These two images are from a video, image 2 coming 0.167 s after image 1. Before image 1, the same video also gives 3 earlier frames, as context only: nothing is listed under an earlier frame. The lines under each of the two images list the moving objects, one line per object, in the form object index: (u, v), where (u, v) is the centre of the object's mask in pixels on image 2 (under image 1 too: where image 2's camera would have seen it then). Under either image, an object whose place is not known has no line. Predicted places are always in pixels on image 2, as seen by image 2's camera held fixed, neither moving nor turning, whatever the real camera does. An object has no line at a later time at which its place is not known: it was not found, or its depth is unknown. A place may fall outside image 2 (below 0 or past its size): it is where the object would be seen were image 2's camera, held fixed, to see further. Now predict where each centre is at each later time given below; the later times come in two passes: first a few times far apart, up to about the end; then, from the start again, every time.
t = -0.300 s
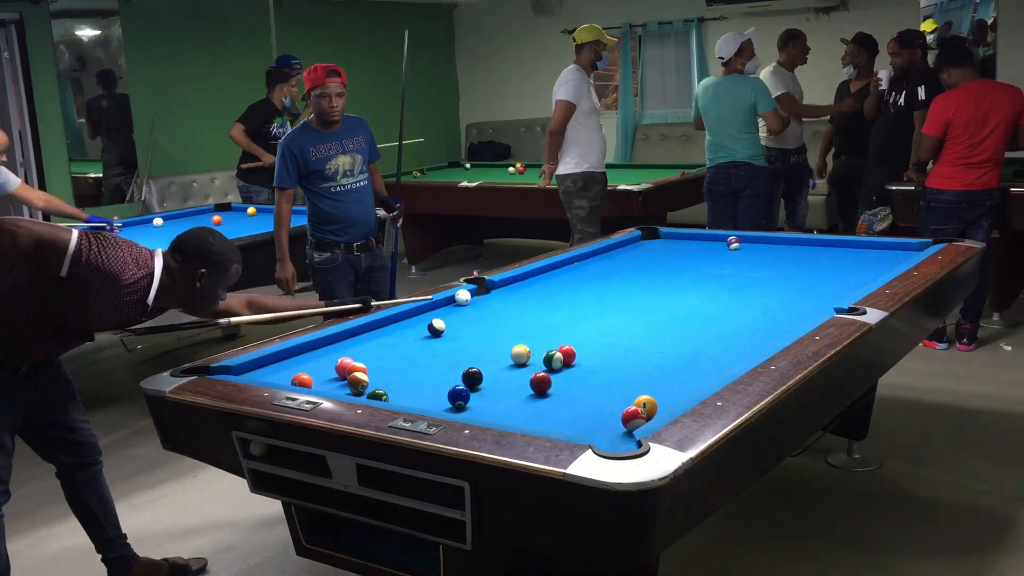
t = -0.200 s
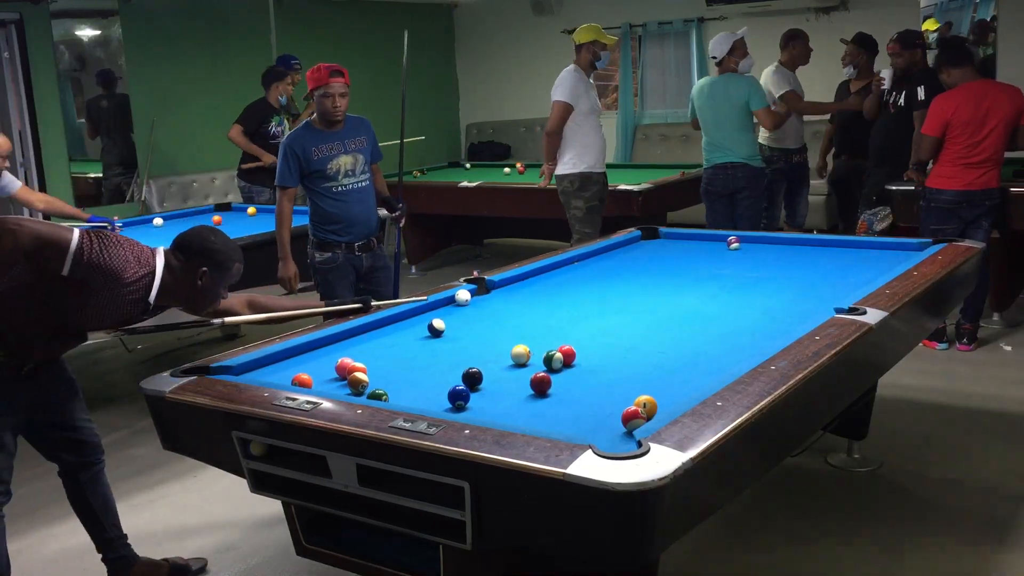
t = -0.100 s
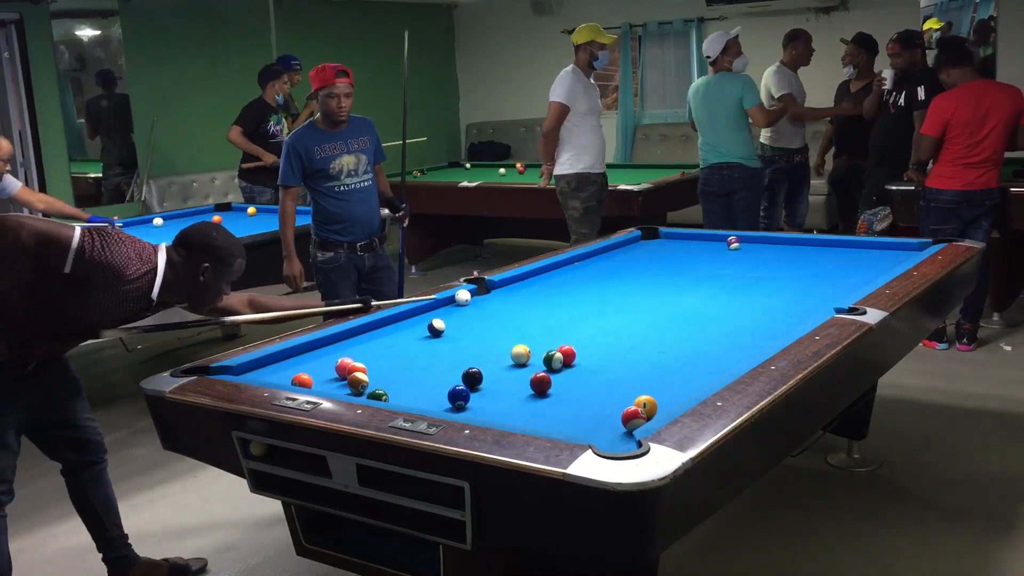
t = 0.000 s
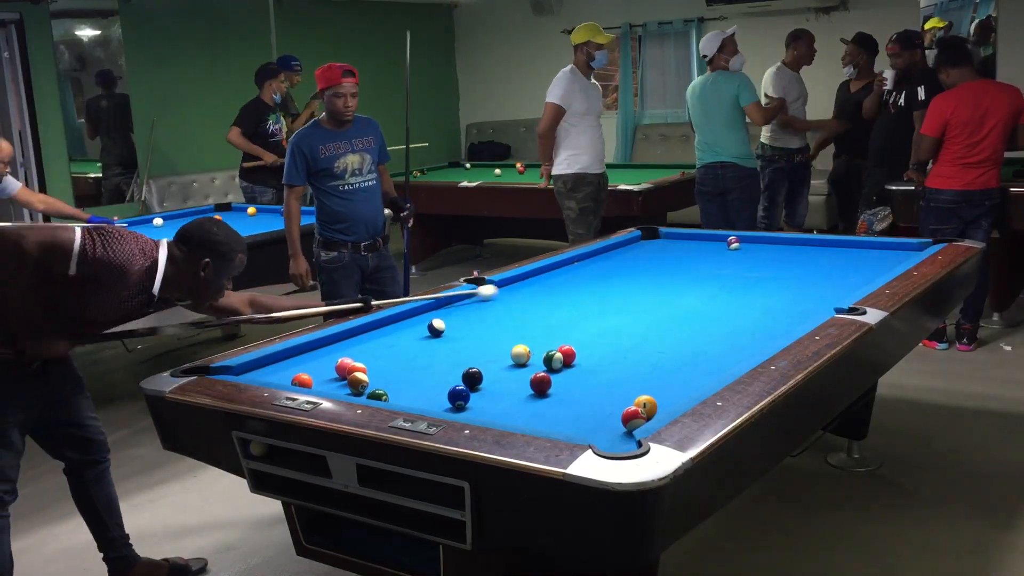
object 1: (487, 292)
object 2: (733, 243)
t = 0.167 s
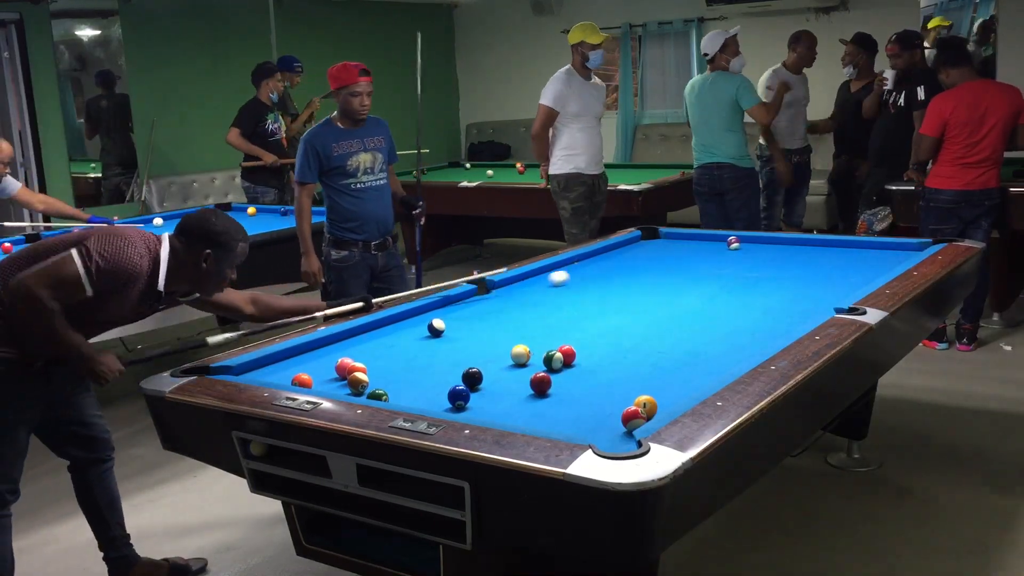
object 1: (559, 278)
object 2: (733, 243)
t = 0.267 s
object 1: (598, 270)
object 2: (733, 243)
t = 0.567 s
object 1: (705, 250)
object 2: (733, 243)
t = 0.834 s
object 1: (759, 244)
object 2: (738, 242)
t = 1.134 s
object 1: (809, 241)
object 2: (720, 250)
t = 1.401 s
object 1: (828, 245)
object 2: (701, 258)
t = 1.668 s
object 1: (846, 248)
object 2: (683, 266)
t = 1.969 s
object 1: (866, 252)
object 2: (661, 275)
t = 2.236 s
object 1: (884, 255)
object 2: (641, 283)
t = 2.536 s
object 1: (902, 257)
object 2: (618, 293)
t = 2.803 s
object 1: (899, 258)
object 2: (597, 302)
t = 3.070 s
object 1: (888, 260)
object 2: (576, 310)
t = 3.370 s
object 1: (877, 260)
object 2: (553, 320)
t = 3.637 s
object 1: (869, 260)
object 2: (531, 329)
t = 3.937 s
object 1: (862, 261)
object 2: (506, 339)
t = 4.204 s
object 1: (859, 261)
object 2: (485, 348)
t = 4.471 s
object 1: (856, 261)
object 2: (463, 356)
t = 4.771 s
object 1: (856, 261)
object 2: (439, 366)
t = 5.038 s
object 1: (856, 261)
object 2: (419, 374)
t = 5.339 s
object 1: (856, 261)
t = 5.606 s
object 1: (856, 261)
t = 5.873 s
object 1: (856, 261)
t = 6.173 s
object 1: (856, 261)
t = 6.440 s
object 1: (856, 261)
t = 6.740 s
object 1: (856, 260)
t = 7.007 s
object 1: (856, 260)
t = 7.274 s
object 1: (856, 260)
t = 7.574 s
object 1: (856, 260)
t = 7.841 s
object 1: (856, 260)
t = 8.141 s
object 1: (856, 260)
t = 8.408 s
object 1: (856, 260)
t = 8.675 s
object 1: (856, 260)
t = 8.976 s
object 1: (856, 261)
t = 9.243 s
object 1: (856, 261)
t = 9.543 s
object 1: (856, 260)
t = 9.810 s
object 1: (856, 260)
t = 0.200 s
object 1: (572, 275)
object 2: (733, 243)
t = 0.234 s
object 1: (585, 273)
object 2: (733, 243)
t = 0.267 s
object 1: (598, 270)
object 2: (733, 243)
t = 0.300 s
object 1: (611, 268)
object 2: (733, 243)
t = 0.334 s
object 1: (624, 265)
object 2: (733, 243)
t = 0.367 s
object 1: (636, 263)
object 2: (733, 243)
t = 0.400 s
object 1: (648, 261)
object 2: (733, 243)
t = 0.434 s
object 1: (660, 258)
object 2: (733, 243)
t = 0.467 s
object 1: (671, 256)
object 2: (733, 243)
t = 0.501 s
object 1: (682, 254)
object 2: (733, 243)
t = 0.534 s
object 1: (694, 252)
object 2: (733, 243)
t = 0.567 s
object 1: (705, 250)
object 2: (733, 243)
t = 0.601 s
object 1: (716, 248)
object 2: (733, 243)
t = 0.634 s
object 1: (726, 246)
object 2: (736, 242)
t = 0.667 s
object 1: (731, 245)
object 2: (740, 241)
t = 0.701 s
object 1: (736, 245)
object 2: (744, 238)
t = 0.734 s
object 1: (742, 245)
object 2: (745, 237)
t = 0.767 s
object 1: (748, 245)
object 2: (742, 237)
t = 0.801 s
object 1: (753, 244)
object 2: (740, 241)
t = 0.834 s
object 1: (759, 244)
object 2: (738, 242)
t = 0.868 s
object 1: (765, 244)
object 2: (737, 243)
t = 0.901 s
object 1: (771, 243)
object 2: (735, 243)
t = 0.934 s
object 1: (777, 243)
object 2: (733, 244)
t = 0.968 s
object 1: (782, 243)
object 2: (730, 246)
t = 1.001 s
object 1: (788, 243)
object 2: (728, 246)
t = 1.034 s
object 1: (793, 242)
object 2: (725, 247)
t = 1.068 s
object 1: (799, 242)
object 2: (723, 249)
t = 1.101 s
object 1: (805, 242)
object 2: (722, 249)
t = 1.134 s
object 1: (809, 241)
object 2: (720, 250)
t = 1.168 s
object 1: (811, 242)
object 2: (717, 251)
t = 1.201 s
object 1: (814, 242)
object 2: (715, 253)
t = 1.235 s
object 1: (816, 243)
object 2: (712, 253)
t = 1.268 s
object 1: (819, 243)
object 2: (710, 254)
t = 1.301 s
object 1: (821, 244)
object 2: (707, 255)
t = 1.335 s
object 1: (823, 244)
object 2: (705, 256)
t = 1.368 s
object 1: (825, 244)
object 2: (703, 257)
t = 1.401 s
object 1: (828, 245)
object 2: (701, 258)
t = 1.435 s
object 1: (830, 245)
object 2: (699, 259)
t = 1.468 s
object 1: (832, 246)
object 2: (696, 261)
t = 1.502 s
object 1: (835, 246)
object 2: (694, 261)
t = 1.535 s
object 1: (837, 246)
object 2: (692, 262)
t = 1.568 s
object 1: (839, 247)
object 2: (689, 263)
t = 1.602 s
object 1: (842, 247)
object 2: (687, 264)
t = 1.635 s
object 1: (844, 248)
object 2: (685, 265)
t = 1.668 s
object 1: (846, 248)
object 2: (683, 266)
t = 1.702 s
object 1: (848, 248)
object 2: (680, 267)
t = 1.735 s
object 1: (851, 249)
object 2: (678, 268)
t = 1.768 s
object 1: (853, 249)
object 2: (675, 269)
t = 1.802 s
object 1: (855, 250)
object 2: (673, 270)
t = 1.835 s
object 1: (858, 250)
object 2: (670, 271)
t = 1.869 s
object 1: (860, 250)
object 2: (667, 272)
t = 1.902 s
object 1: (862, 251)
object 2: (665, 273)
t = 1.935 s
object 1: (864, 251)
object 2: (663, 274)
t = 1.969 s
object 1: (866, 252)
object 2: (661, 275)
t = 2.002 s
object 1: (869, 252)
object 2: (658, 276)
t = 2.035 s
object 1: (871, 252)
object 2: (656, 277)
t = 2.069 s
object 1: (873, 253)
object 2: (653, 278)
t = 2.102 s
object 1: (875, 253)
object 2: (650, 278)
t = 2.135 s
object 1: (877, 253)
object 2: (648, 280)
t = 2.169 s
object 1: (879, 254)
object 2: (645, 282)
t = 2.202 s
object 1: (882, 254)
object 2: (643, 282)
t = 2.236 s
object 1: (884, 255)
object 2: (641, 283)
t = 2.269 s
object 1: (886, 255)
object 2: (638, 284)
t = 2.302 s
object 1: (888, 256)
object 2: (636, 285)
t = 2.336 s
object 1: (890, 256)
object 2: (633, 287)
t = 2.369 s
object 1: (892, 256)
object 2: (631, 287)
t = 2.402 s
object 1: (894, 256)
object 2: (628, 288)
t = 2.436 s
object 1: (896, 257)
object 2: (625, 290)
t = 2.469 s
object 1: (898, 257)
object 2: (623, 291)
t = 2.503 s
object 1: (900, 257)
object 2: (620, 292)
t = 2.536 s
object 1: (902, 257)
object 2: (618, 293)
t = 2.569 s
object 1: (904, 256)
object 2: (615, 294)
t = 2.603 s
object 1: (905, 256)
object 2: (613, 295)
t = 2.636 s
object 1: (906, 257)
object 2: (610, 296)
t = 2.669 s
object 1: (905, 257)
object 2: (607, 297)
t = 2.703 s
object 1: (904, 257)
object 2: (605, 298)
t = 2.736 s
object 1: (902, 257)
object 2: (602, 299)
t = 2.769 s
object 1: (901, 258)
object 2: (599, 300)
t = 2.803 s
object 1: (899, 258)
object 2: (597, 302)
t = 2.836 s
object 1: (898, 259)
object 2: (595, 303)
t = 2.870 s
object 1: (896, 259)
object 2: (592, 303)
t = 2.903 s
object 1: (895, 259)
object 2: (589, 304)
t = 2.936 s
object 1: (893, 259)
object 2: (587, 305)
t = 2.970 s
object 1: (892, 259)
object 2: (584, 307)
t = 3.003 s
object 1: (891, 260)
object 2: (581, 308)
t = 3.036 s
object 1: (890, 259)
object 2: (579, 309)
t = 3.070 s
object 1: (888, 260)
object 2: (576, 310)
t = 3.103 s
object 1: (887, 260)
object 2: (573, 311)
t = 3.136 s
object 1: (886, 260)
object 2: (570, 312)
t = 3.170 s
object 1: (884, 260)
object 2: (568, 314)
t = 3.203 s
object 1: (883, 260)
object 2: (566, 314)
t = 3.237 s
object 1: (882, 260)
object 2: (563, 315)
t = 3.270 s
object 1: (881, 260)
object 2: (560, 317)
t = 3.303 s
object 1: (879, 260)
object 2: (558, 318)
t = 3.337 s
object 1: (879, 260)
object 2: (555, 319)
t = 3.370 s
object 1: (877, 260)
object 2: (553, 320)
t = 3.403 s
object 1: (876, 260)
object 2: (550, 321)
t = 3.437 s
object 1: (875, 260)
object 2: (547, 322)
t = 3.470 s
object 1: (874, 260)
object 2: (544, 323)
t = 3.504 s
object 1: (873, 260)
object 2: (541, 325)
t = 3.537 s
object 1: (872, 260)
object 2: (539, 326)
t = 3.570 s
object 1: (871, 260)
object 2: (537, 327)
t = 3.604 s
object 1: (870, 260)
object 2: (534, 328)
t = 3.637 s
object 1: (869, 260)
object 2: (531, 329)
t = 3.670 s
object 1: (868, 260)
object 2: (529, 330)
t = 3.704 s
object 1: (868, 260)
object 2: (526, 331)
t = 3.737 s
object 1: (867, 261)
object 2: (523, 332)
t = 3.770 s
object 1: (866, 261)
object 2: (520, 334)
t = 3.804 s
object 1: (865, 261)
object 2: (518, 334)
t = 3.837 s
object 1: (865, 261)
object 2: (515, 335)
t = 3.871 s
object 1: (864, 261)
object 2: (512, 336)
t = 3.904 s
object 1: (863, 261)
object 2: (509, 338)
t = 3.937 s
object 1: (862, 261)
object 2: (506, 339)
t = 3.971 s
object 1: (862, 261)
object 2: (504, 340)
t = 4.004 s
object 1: (861, 261)
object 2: (502, 341)
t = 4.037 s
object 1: (861, 261)
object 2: (499, 342)
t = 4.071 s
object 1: (860, 261)
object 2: (496, 343)
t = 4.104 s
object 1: (860, 261)
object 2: (493, 344)
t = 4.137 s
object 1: (859, 261)
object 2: (490, 346)
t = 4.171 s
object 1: (859, 261)
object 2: (488, 347)
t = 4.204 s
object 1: (859, 261)
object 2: (485, 348)
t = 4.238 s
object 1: (858, 261)
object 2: (482, 349)
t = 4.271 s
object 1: (858, 261)
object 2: (480, 350)
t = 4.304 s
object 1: (857, 261)
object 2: (477, 351)
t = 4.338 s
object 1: (857, 261)
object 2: (474, 352)
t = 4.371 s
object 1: (857, 261)
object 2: (471, 353)
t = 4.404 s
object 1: (857, 261)
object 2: (469, 354)
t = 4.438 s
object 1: (857, 261)
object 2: (466, 355)
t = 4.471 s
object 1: (856, 261)
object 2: (463, 356)
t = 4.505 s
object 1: (856, 261)
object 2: (461, 357)
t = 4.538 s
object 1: (856, 261)
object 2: (458, 358)
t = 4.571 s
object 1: (856, 261)
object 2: (456, 360)
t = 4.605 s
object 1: (856, 261)
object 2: (453, 361)
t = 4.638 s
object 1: (856, 261)
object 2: (450, 362)
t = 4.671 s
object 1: (856, 261)
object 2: (448, 363)
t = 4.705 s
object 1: (856, 261)
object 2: (445, 364)
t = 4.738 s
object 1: (856, 261)
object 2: (442, 365)
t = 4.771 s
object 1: (856, 261)
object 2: (439, 366)
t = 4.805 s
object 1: (856, 261)
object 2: (437, 367)
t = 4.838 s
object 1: (856, 261)
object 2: (434, 368)
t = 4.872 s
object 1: (856, 261)
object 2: (431, 369)
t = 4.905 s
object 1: (856, 261)
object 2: (429, 371)
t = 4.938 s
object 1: (856, 261)
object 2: (427, 372)
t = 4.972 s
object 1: (856, 261)
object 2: (424, 372)
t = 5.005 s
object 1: (856, 261)
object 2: (422, 373)
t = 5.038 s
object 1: (856, 261)
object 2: (419, 374)
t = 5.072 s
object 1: (856, 261)
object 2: (416, 375)
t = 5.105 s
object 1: (856, 261)
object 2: (414, 376)
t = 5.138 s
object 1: (856, 261)
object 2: (411, 378)
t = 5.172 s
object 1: (856, 261)
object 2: (409, 379)
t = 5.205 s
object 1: (856, 261)
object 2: (406, 380)
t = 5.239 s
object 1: (856, 261)
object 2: (404, 381)
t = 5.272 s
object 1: (856, 261)
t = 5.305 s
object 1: (856, 261)
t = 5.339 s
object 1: (856, 261)
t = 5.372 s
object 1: (856, 261)
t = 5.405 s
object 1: (856, 261)
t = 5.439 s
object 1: (856, 261)
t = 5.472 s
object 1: (856, 261)
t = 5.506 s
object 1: (856, 261)
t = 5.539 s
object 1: (856, 261)
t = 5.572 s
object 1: (856, 261)
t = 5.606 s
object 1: (856, 261)
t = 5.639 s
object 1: (856, 261)
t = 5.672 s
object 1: (856, 261)
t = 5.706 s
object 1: (856, 261)
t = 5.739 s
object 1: (856, 261)
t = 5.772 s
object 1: (856, 261)
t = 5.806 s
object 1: (856, 261)
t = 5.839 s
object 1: (856, 261)
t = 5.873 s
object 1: (856, 261)
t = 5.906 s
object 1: (856, 261)
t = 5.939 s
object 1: (856, 261)
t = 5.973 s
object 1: (856, 261)
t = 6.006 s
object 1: (856, 261)
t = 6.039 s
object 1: (856, 261)
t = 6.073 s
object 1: (856, 261)
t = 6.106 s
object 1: (856, 261)
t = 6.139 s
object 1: (856, 261)
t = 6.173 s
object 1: (856, 261)
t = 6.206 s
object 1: (856, 261)
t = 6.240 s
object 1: (856, 261)
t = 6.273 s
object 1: (856, 261)
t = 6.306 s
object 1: (856, 261)
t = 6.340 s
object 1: (856, 261)
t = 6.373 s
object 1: (856, 261)
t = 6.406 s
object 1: (856, 261)
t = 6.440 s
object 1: (856, 261)
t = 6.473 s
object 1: (856, 260)
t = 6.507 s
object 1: (856, 260)
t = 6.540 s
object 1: (856, 260)
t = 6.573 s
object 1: (856, 260)
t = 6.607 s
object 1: (856, 260)
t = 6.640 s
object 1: (856, 260)
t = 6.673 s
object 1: (856, 260)
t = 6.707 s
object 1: (856, 260)
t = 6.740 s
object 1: (856, 260)
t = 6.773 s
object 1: (856, 260)
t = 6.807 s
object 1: (856, 260)
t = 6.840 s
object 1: (856, 260)
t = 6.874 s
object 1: (856, 260)
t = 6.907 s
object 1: (856, 260)
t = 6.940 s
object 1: (856, 260)
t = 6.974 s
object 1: (856, 260)
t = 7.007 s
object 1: (856, 260)
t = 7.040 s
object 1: (856, 260)
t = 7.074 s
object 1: (856, 260)
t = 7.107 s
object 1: (856, 260)
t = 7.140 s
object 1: (856, 260)
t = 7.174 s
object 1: (856, 260)
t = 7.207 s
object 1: (856, 260)
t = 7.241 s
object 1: (856, 260)
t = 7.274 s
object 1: (856, 260)
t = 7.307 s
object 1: (856, 260)
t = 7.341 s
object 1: (856, 260)
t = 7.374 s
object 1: (856, 260)
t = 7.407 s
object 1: (856, 260)
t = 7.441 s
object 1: (856, 260)
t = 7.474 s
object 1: (856, 260)
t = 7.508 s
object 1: (856, 260)
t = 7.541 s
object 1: (856, 260)
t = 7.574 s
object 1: (856, 260)
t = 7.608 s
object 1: (856, 260)
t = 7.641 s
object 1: (856, 260)
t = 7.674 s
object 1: (856, 260)
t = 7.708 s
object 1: (856, 260)
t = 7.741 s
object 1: (856, 260)
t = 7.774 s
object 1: (856, 260)
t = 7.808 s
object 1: (856, 260)
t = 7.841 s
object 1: (856, 260)
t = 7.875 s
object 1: (856, 260)
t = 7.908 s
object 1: (856, 260)
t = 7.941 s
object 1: (856, 260)
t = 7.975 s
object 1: (856, 260)
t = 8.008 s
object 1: (856, 260)
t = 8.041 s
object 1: (856, 260)
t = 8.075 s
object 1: (856, 260)
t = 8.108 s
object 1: (856, 260)
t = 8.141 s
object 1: (856, 260)
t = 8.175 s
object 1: (856, 260)
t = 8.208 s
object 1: (856, 260)
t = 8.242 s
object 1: (856, 260)
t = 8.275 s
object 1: (856, 260)
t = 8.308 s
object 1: (856, 260)
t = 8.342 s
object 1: (856, 260)
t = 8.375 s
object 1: (856, 260)
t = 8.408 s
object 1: (856, 260)
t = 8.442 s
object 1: (856, 260)
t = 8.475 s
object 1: (856, 260)
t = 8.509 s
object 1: (856, 260)
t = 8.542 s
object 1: (856, 260)
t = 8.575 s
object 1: (856, 261)
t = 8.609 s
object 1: (856, 260)
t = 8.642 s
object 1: (856, 260)
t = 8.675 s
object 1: (856, 260)
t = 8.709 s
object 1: (856, 260)
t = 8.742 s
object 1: (856, 260)
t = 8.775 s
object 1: (856, 260)
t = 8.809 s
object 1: (856, 261)
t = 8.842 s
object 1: (856, 261)
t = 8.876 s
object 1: (856, 260)
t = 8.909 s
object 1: (856, 260)
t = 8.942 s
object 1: (856, 260)
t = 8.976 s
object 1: (856, 261)
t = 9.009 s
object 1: (856, 261)
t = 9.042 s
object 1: (856, 261)
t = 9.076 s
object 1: (856, 260)
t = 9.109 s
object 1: (856, 260)
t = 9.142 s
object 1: (856, 260)
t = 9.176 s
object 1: (856, 260)
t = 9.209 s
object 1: (856, 260)
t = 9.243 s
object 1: (856, 261)
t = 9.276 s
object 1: (856, 261)
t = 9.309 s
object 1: (856, 260)
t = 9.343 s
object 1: (856, 260)
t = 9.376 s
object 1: (856, 260)
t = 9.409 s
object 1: (856, 260)
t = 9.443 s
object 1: (856, 260)
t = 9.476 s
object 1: (856, 260)
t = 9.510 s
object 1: (856, 261)
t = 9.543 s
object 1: (856, 260)
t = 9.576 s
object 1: (856, 261)
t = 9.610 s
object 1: (856, 260)
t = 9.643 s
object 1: (856, 260)
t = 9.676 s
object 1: (856, 260)
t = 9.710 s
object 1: (856, 260)
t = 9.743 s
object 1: (856, 260)
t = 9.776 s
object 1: (856, 260)
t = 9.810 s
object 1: (856, 260)
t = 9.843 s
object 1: (856, 260)
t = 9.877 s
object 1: (856, 260)
